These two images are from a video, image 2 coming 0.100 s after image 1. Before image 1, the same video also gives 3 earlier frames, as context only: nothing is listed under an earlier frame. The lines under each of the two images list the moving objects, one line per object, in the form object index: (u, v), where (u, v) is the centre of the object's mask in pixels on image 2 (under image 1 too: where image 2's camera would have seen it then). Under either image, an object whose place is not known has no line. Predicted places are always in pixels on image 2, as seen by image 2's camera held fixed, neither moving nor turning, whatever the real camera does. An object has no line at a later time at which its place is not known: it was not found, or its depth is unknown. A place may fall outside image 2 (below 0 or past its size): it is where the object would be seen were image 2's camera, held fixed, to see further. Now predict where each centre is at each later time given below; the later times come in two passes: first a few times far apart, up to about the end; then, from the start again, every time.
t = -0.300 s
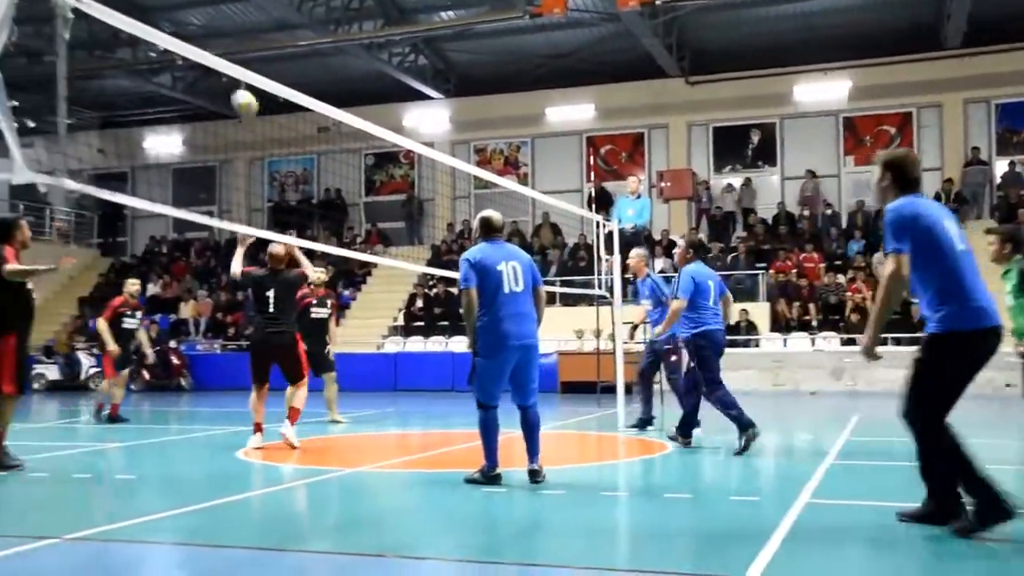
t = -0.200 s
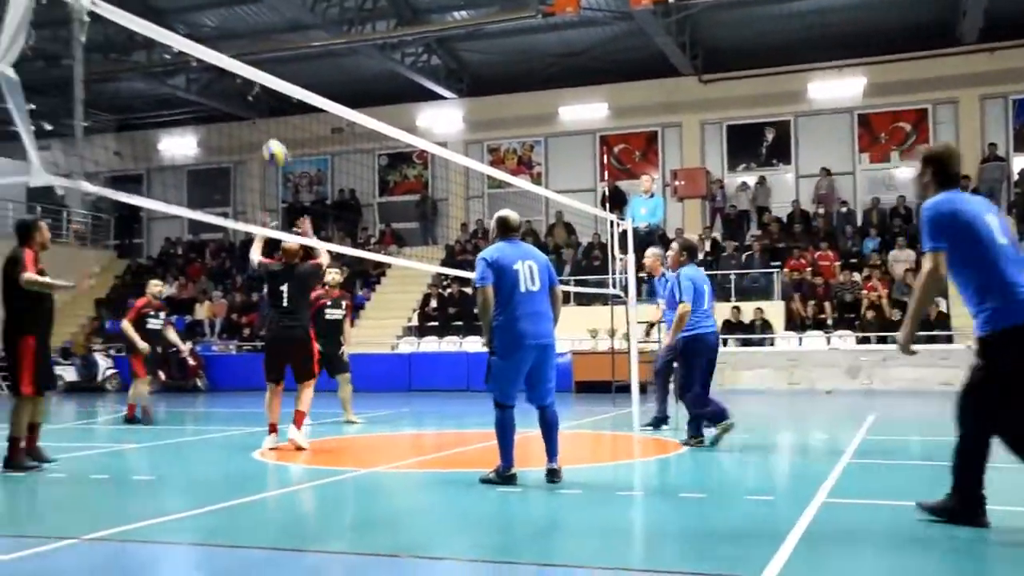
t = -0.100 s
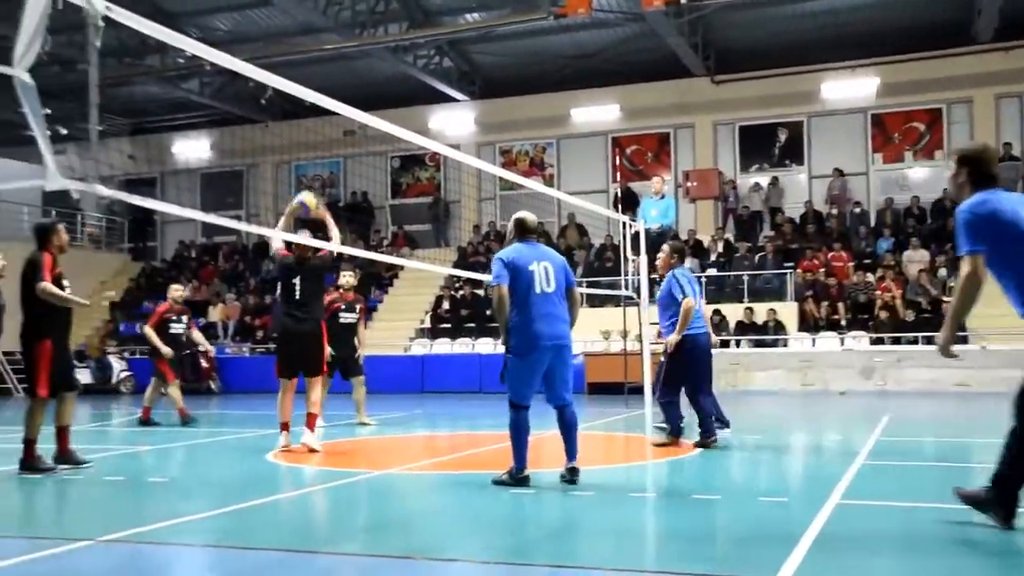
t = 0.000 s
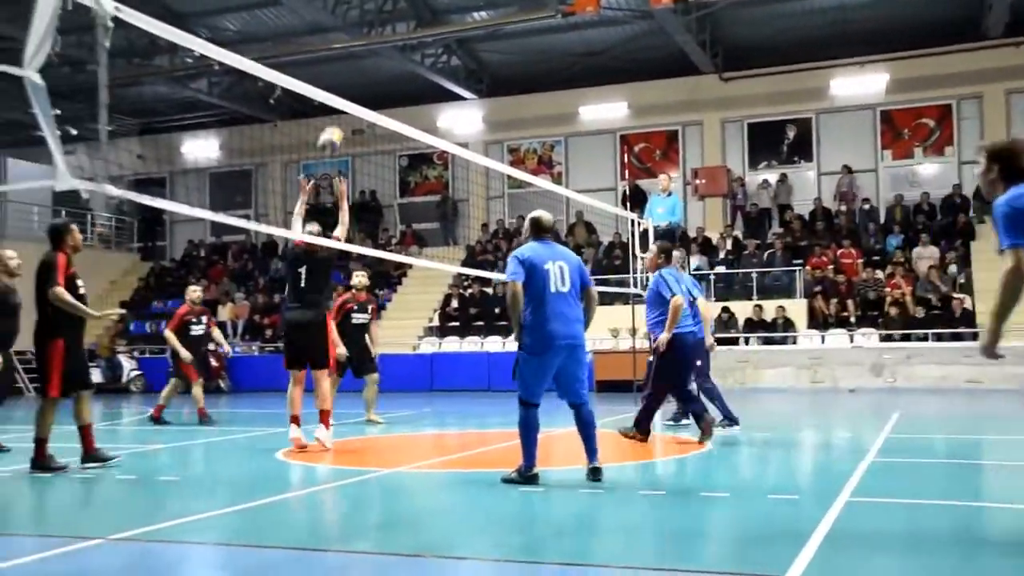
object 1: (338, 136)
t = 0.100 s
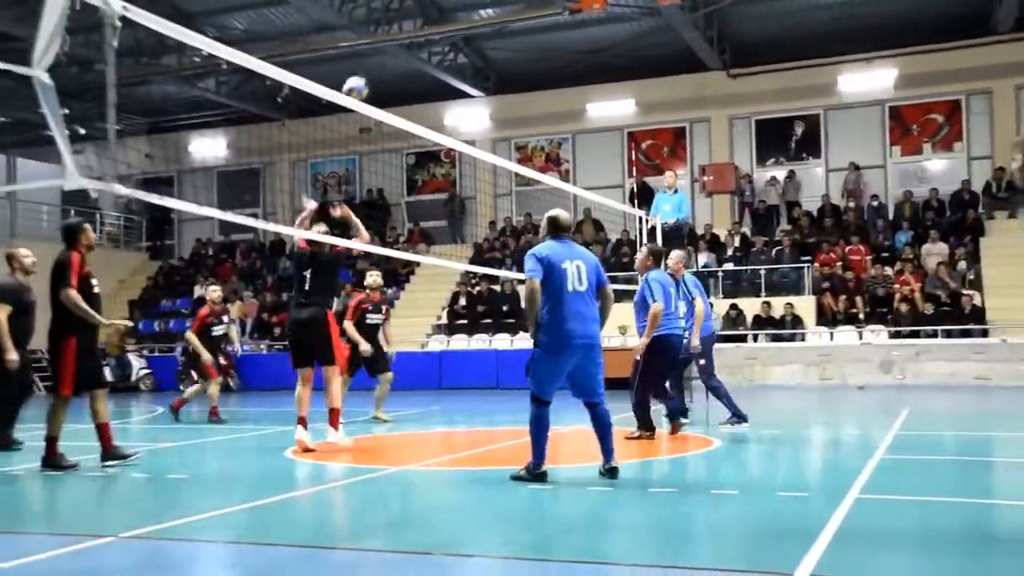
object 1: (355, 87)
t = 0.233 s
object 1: (377, 42)
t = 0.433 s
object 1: (409, 11)
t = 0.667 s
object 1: (441, 26)
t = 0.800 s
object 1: (458, 55)
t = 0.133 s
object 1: (360, 75)
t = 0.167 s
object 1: (366, 63)
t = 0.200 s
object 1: (372, 52)
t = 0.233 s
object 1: (377, 42)
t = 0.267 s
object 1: (382, 34)
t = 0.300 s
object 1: (388, 27)
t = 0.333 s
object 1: (393, 22)
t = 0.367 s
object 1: (398, 17)
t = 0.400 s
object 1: (403, 13)
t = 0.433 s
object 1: (409, 11)
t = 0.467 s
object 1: (414, 10)
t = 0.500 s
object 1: (418, 10)
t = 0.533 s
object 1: (423, 11)
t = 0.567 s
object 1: (428, 14)
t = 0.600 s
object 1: (432, 16)
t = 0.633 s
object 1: (436, 20)
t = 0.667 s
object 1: (441, 26)
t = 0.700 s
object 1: (445, 32)
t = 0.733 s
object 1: (450, 38)
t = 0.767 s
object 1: (454, 45)
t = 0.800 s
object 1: (458, 55)
